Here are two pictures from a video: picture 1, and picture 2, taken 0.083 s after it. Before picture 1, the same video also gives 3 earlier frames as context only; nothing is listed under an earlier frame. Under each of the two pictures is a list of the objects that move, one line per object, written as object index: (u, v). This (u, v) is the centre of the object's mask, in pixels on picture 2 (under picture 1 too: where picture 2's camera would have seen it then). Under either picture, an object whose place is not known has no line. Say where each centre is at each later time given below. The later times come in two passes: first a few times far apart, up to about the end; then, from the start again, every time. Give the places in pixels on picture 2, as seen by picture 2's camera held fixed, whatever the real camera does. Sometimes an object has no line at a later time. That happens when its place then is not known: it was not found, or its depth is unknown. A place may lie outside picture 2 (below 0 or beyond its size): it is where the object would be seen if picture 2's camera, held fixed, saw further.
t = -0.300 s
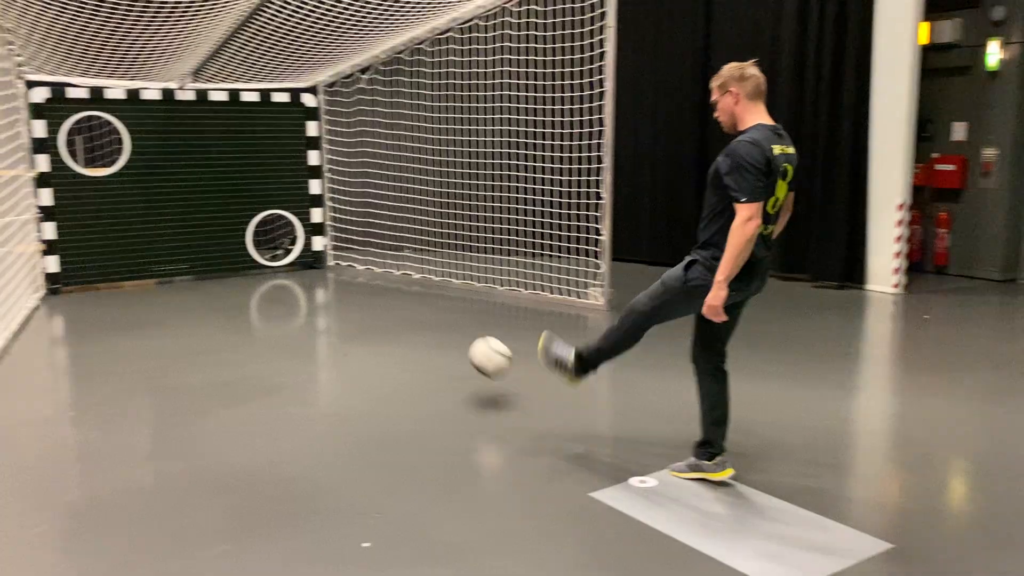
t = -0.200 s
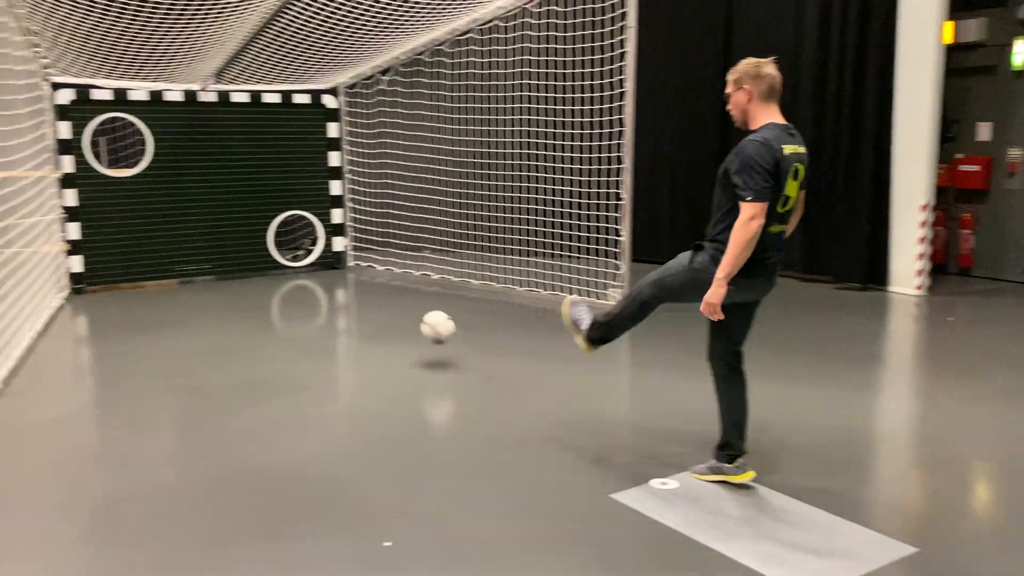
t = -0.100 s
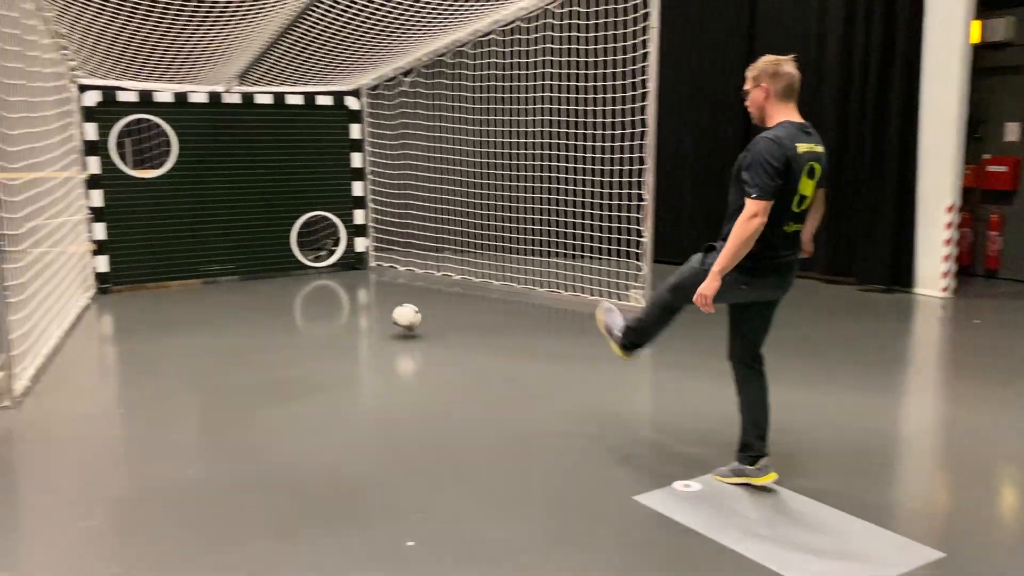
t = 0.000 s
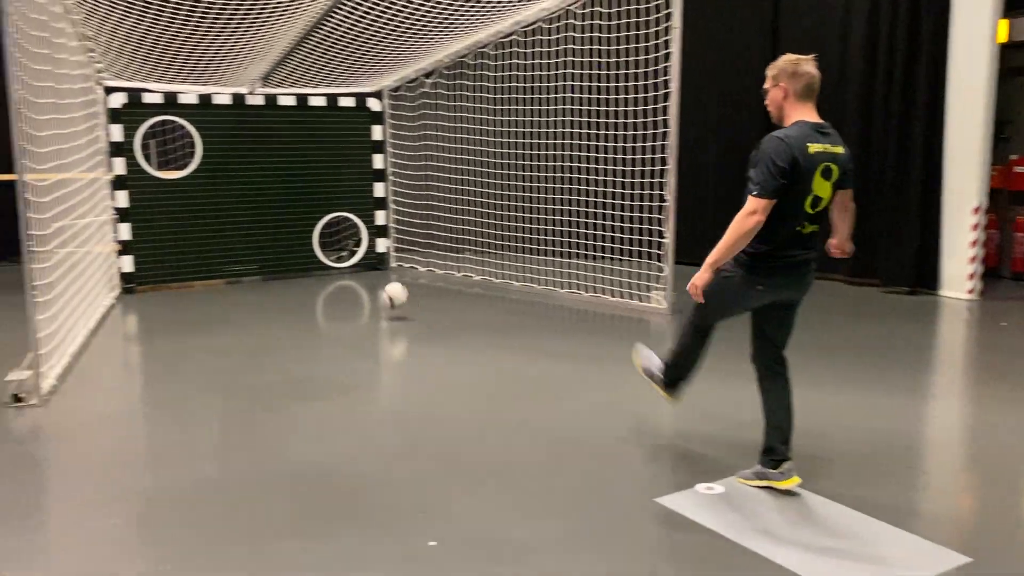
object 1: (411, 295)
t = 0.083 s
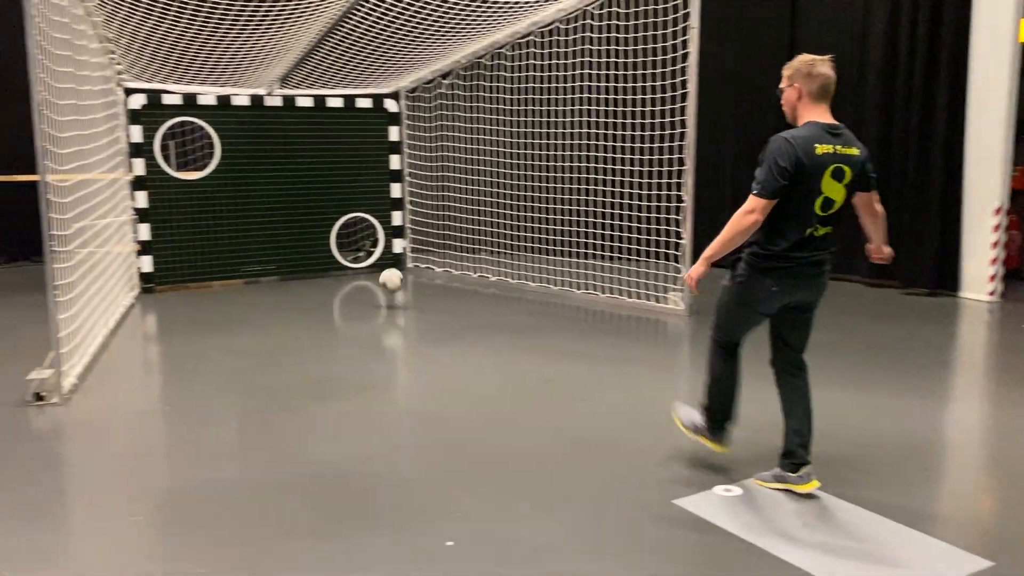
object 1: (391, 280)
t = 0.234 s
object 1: (363, 274)
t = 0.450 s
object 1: (352, 248)
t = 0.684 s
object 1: (395, 234)
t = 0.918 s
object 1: (447, 273)
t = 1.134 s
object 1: (481, 275)
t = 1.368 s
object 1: (505, 271)
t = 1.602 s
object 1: (531, 314)
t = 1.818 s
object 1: (562, 292)
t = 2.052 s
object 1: (598, 336)
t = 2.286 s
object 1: (639, 321)
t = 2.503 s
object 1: (682, 368)
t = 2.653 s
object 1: (714, 352)
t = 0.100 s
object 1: (388, 277)
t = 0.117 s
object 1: (385, 275)
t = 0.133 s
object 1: (381, 276)
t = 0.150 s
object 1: (378, 274)
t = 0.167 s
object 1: (374, 273)
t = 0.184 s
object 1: (371, 274)
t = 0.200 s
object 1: (368, 274)
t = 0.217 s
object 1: (366, 274)
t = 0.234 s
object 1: (363, 274)
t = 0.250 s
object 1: (360, 274)
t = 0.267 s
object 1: (358, 276)
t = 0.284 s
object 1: (355, 274)
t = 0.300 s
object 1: (353, 269)
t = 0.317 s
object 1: (352, 268)
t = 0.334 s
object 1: (350, 264)
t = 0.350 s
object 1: (348, 262)
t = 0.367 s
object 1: (346, 261)
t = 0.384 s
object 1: (344, 259)
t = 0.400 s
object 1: (344, 257)
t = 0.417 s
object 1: (347, 253)
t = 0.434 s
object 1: (350, 250)
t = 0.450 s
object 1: (352, 248)
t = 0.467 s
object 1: (355, 246)
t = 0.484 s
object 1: (357, 243)
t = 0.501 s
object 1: (360, 241)
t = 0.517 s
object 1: (363, 239)
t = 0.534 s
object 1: (366, 237)
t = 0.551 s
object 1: (369, 236)
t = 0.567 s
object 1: (371, 235)
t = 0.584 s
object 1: (376, 234)
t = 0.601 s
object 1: (379, 233)
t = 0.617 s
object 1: (382, 233)
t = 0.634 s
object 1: (384, 233)
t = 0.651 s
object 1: (388, 233)
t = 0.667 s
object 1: (392, 233)
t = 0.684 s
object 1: (395, 234)
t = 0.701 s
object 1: (399, 235)
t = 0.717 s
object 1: (402, 236)
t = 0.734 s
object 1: (405, 237)
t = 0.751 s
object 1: (409, 239)
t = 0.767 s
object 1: (413, 241)
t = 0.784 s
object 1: (416, 242)
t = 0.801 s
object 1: (419, 246)
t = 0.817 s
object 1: (424, 249)
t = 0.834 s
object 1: (428, 252)
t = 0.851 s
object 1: (431, 256)
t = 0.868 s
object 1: (435, 260)
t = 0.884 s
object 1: (439, 264)
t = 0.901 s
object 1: (443, 269)
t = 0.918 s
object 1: (447, 273)
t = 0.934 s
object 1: (450, 280)
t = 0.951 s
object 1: (454, 285)
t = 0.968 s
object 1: (458, 292)
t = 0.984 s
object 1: (464, 300)
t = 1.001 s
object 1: (467, 304)
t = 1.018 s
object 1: (469, 300)
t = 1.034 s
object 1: (470, 295)
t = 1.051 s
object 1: (472, 291)
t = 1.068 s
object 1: (474, 287)
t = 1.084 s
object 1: (475, 284)
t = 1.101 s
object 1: (477, 282)
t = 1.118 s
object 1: (479, 278)
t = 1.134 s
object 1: (481, 275)
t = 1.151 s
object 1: (483, 272)
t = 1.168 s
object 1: (485, 270)
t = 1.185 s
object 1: (486, 270)
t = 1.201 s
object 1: (488, 268)
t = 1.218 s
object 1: (490, 267)
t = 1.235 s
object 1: (492, 266)
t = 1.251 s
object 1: (493, 266)
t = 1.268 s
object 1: (495, 266)
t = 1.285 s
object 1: (497, 266)
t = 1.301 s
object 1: (498, 266)
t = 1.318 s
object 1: (501, 268)
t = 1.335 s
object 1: (502, 269)
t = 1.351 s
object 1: (504, 270)
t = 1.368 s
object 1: (505, 271)
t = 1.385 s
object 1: (507, 273)
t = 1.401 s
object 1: (509, 276)
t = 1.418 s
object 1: (511, 280)
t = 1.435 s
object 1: (513, 281)
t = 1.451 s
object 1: (514, 284)
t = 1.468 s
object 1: (516, 289)
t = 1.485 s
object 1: (517, 294)
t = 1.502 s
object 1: (519, 298)
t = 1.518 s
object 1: (521, 302)
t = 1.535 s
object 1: (523, 309)
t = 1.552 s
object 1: (524, 315)
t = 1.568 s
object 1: (527, 322)
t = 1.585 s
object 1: (529, 320)
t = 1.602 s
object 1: (531, 314)
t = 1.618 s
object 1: (533, 311)
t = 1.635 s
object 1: (536, 308)
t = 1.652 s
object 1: (538, 305)
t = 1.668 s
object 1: (540, 301)
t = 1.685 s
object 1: (542, 299)
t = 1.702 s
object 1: (545, 297)
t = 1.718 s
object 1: (547, 296)
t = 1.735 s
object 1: (549, 295)
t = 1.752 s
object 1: (552, 293)
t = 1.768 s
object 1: (554, 291)
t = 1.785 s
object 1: (557, 291)
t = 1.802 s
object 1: (560, 292)
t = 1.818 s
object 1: (562, 292)
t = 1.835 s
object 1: (565, 293)
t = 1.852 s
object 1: (567, 293)
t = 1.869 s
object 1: (570, 294)
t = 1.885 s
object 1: (572, 296)
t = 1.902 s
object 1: (575, 299)
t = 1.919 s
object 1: (578, 301)
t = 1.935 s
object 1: (580, 304)
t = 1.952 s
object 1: (583, 306)
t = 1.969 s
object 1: (585, 311)
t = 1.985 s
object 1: (588, 315)
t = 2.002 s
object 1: (589, 318)
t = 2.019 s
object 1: (593, 323)
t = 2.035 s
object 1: (596, 329)
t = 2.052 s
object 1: (598, 336)
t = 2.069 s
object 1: (601, 340)
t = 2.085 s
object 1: (604, 341)
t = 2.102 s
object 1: (606, 335)
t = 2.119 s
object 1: (609, 333)
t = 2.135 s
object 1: (612, 331)
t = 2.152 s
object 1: (615, 329)
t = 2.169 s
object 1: (618, 327)
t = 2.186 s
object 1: (621, 324)
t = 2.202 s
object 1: (624, 322)
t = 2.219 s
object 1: (627, 321)
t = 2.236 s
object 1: (630, 321)
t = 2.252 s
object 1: (633, 321)
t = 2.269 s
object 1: (636, 321)
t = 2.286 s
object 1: (639, 321)
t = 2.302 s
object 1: (642, 322)
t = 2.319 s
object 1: (646, 323)
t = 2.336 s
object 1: (649, 325)
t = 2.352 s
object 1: (652, 327)
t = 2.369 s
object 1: (655, 329)
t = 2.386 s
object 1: (657, 331)
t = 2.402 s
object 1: (661, 335)
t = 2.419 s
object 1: (665, 340)
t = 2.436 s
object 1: (668, 345)
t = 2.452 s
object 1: (671, 350)
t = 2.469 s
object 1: (674, 354)
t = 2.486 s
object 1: (679, 361)
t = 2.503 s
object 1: (682, 368)
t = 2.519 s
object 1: (685, 369)
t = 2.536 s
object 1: (688, 365)
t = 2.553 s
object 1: (692, 361)
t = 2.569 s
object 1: (695, 358)
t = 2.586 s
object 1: (699, 356)
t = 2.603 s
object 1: (703, 355)
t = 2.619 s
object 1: (706, 354)
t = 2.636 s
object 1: (710, 353)
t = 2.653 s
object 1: (714, 352)
